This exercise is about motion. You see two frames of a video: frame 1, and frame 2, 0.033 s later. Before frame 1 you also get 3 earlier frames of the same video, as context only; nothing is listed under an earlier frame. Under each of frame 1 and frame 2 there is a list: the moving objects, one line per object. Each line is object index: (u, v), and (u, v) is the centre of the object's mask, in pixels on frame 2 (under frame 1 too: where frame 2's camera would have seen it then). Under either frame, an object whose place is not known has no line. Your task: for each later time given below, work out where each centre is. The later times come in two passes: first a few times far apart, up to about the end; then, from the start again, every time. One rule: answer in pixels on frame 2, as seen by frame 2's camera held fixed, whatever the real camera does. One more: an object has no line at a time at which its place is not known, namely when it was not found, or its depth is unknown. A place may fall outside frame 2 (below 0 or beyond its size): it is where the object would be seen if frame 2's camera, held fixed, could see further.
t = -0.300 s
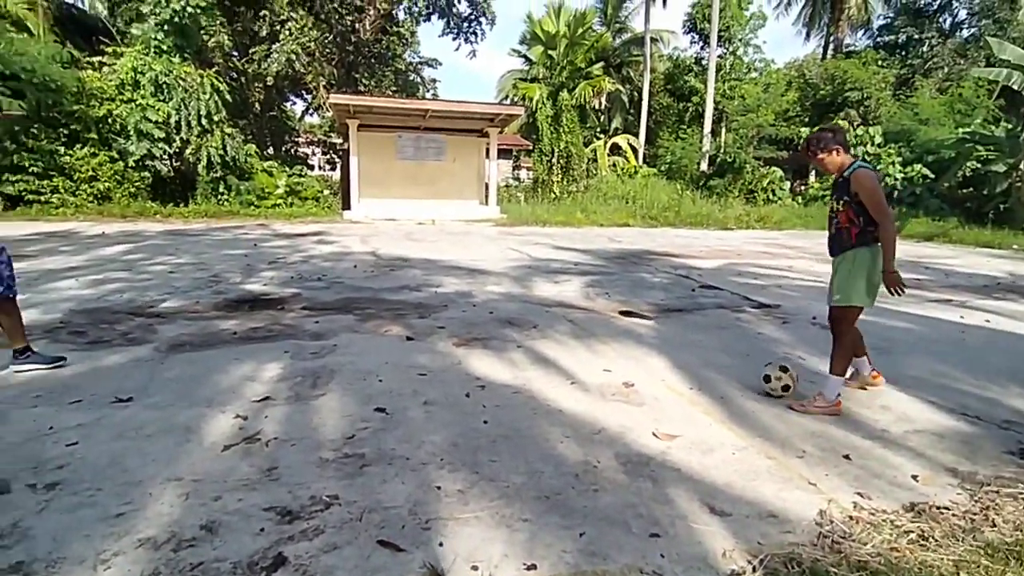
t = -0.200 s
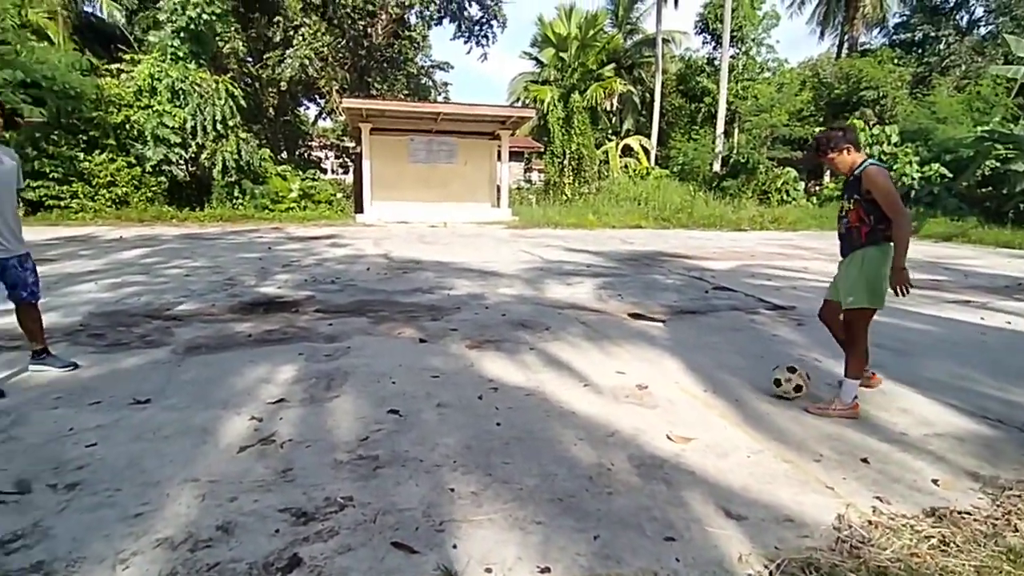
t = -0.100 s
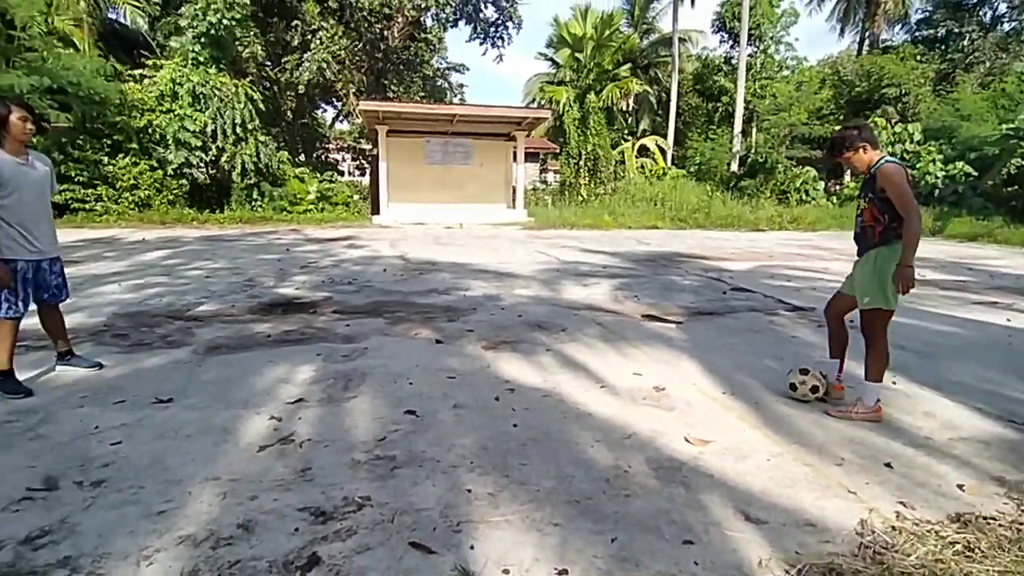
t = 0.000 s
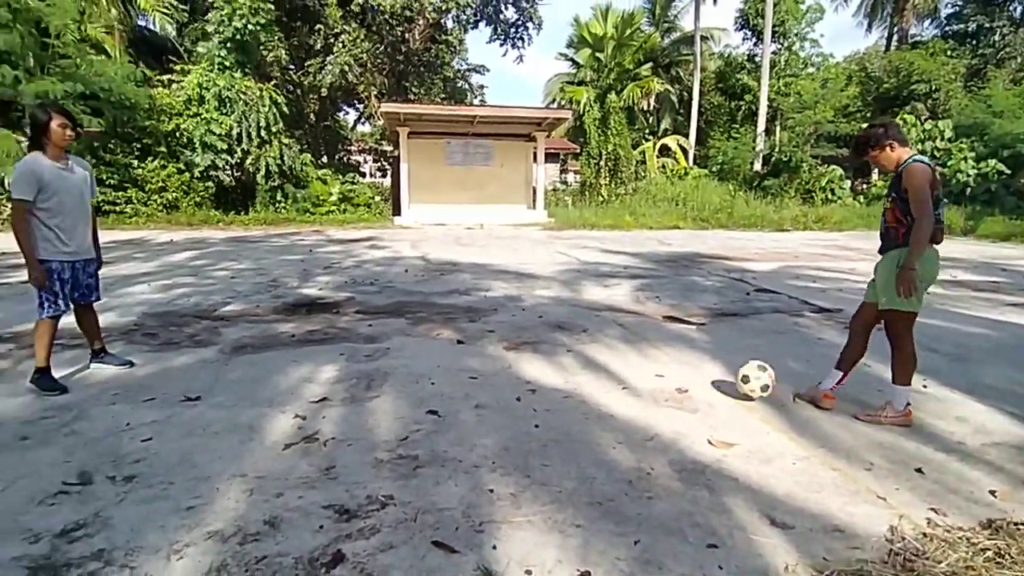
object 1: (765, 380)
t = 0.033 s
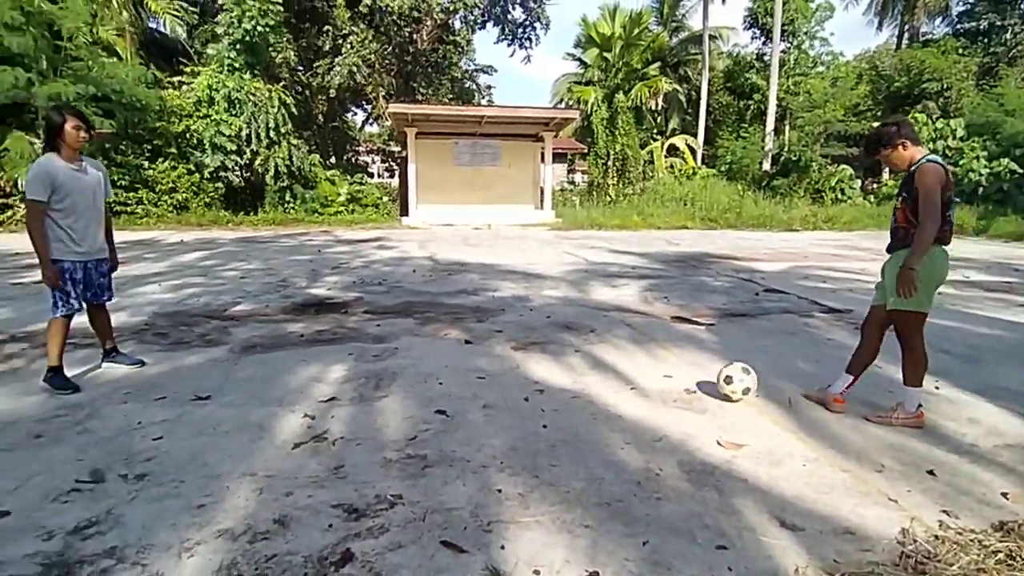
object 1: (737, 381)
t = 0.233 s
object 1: (594, 380)
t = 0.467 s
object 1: (467, 380)
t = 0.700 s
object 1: (373, 379)
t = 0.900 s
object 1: (296, 375)
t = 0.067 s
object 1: (707, 385)
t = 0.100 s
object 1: (681, 387)
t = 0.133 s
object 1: (660, 384)
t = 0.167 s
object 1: (638, 381)
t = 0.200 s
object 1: (616, 381)
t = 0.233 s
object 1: (594, 380)
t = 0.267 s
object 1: (571, 382)
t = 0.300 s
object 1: (550, 384)
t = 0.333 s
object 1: (532, 382)
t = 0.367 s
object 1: (516, 381)
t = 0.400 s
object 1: (498, 380)
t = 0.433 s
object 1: (481, 382)
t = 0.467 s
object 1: (467, 380)
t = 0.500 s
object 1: (453, 378)
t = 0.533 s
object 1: (439, 379)
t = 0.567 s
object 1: (425, 381)
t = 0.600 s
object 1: (412, 380)
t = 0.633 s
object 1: (399, 377)
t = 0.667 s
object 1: (386, 378)
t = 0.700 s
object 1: (373, 379)
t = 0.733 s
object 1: (359, 379)
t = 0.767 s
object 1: (346, 378)
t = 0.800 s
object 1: (334, 377)
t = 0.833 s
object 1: (321, 376)
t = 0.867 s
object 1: (308, 376)
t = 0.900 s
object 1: (296, 375)
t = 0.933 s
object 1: (284, 375)
